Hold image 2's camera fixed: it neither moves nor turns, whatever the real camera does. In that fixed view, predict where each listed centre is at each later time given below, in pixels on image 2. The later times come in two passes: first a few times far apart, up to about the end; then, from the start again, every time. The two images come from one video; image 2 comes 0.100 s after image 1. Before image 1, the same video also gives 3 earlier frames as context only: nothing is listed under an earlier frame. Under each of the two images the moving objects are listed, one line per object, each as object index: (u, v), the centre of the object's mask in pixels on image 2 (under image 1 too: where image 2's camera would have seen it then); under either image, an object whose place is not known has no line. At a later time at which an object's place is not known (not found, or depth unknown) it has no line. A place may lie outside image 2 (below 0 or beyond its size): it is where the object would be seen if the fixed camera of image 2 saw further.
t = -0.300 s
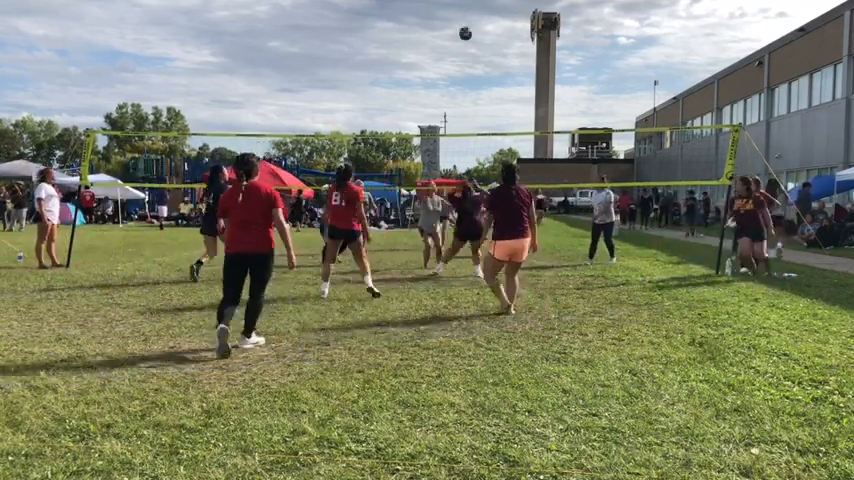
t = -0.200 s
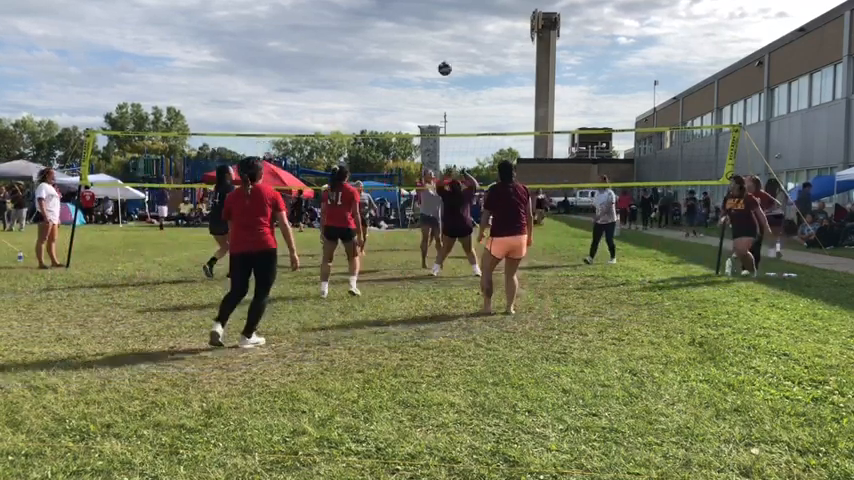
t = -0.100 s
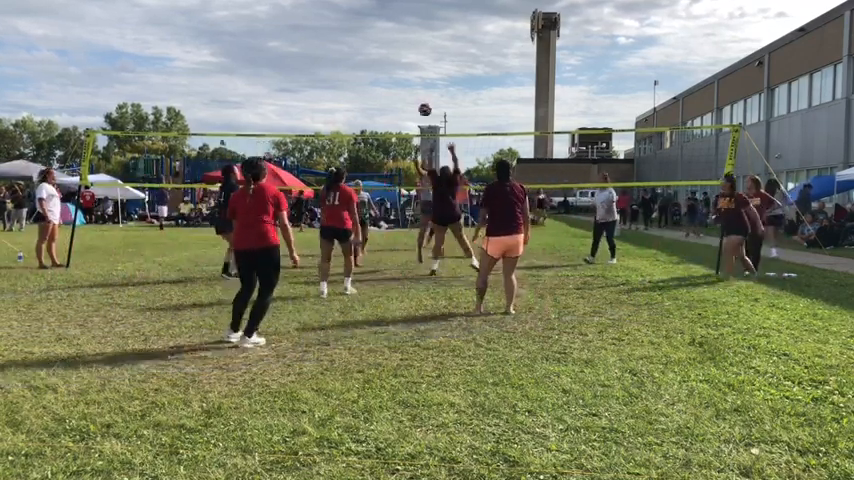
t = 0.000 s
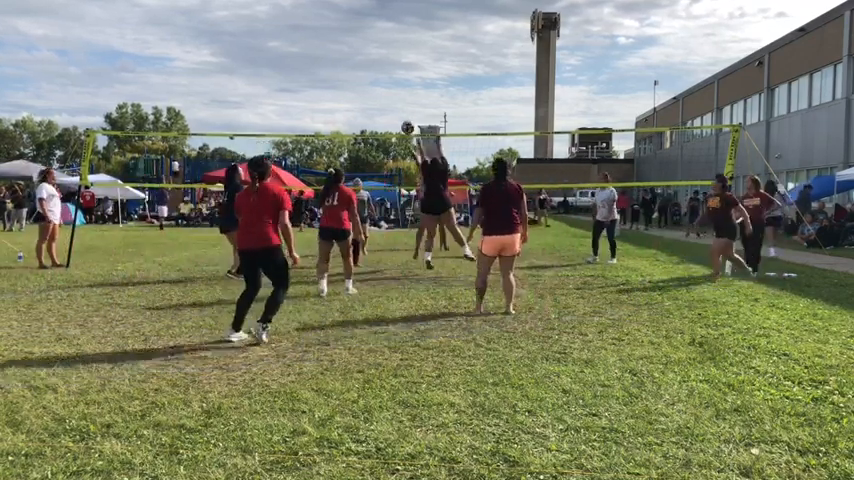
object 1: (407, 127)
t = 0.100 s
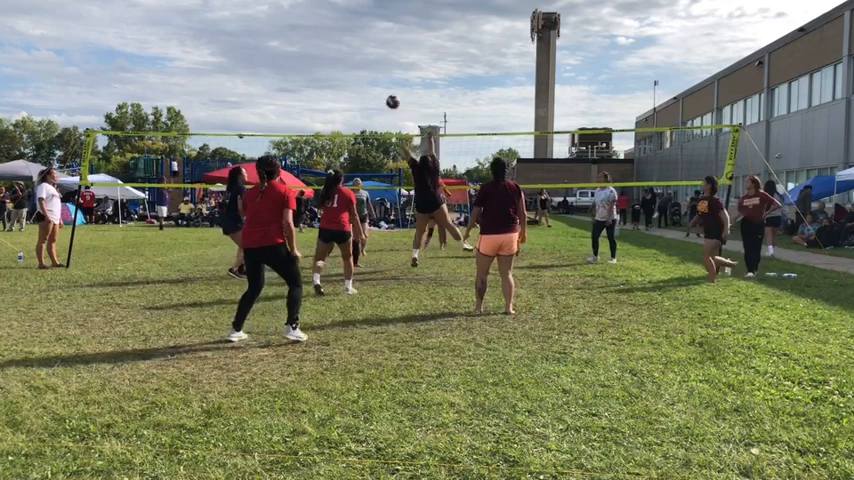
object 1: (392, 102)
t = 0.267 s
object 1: (365, 71)
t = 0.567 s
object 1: (309, 60)
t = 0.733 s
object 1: (273, 85)
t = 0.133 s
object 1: (387, 95)
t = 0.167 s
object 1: (381, 88)
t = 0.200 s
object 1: (376, 81)
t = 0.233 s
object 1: (371, 76)
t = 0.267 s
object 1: (365, 71)
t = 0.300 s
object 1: (359, 66)
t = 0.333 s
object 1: (354, 63)
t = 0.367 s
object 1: (348, 60)
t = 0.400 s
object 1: (342, 58)
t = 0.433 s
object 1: (335, 57)
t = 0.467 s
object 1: (329, 56)
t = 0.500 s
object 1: (323, 57)
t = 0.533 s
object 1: (316, 58)
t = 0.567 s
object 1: (309, 60)
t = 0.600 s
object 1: (302, 63)
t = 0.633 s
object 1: (295, 66)
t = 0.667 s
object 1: (288, 72)
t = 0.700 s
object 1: (281, 78)
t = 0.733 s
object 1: (273, 85)
